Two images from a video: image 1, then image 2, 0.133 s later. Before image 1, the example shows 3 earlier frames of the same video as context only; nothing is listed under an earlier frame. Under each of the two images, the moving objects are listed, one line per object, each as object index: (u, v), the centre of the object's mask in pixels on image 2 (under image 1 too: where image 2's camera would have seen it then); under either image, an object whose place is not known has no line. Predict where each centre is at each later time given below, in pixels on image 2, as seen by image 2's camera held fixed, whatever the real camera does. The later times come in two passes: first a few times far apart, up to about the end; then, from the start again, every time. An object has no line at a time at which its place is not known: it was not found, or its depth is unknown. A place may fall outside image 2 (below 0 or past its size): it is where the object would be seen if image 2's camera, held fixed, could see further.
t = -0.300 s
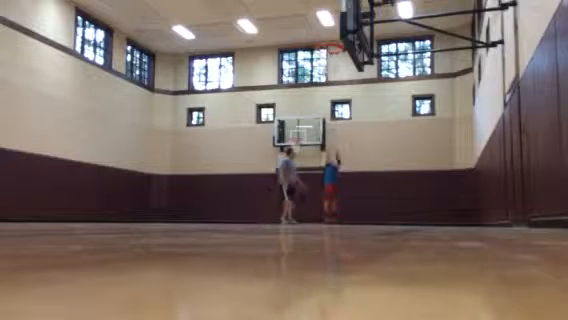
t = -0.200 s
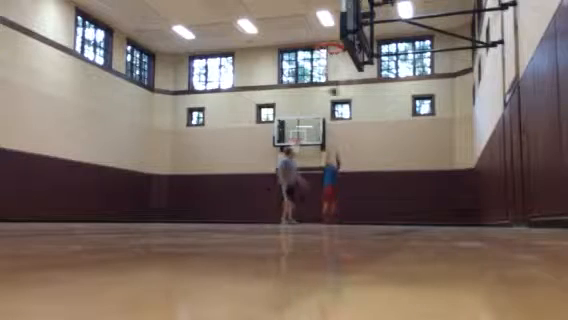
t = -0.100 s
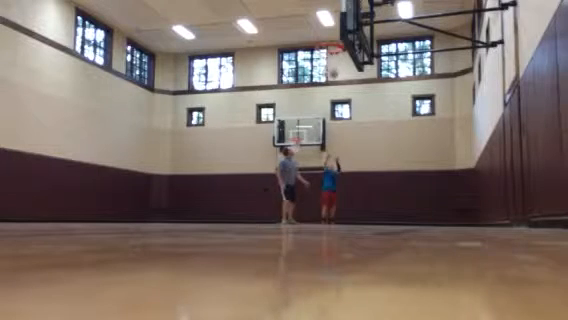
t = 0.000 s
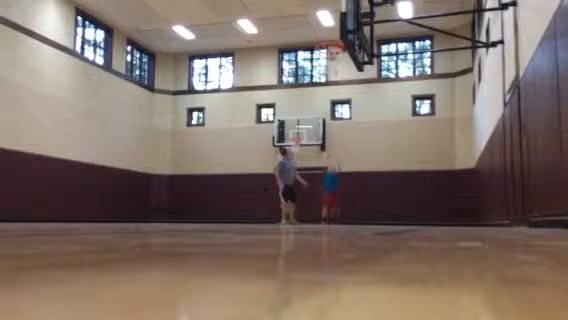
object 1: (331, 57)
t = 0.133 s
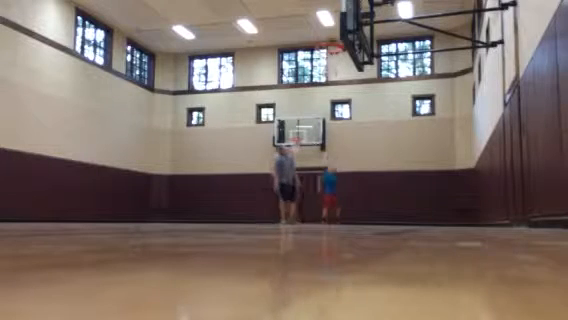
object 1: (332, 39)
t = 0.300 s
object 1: (332, 27)
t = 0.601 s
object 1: (330, 30)
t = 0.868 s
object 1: (328, 67)
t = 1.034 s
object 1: (323, 96)
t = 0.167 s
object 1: (332, 36)
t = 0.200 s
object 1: (332, 33)
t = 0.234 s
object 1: (332, 31)
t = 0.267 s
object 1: (332, 29)
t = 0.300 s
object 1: (332, 27)
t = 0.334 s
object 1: (332, 24)
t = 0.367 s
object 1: (333, 23)
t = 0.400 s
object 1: (333, 23)
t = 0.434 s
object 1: (333, 22)
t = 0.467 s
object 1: (333, 22)
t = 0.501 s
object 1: (333, 22)
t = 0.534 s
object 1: (332, 25)
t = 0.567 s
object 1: (331, 26)
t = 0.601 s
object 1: (330, 30)
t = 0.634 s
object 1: (329, 33)
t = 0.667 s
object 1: (329, 36)
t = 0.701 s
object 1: (333, 51)
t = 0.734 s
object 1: (331, 50)
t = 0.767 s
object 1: (330, 53)
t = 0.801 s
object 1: (329, 59)
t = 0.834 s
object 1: (328, 63)
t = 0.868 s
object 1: (328, 67)
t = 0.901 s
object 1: (327, 71)
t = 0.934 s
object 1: (326, 76)
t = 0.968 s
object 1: (325, 82)
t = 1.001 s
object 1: (325, 89)
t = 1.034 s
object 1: (323, 96)
